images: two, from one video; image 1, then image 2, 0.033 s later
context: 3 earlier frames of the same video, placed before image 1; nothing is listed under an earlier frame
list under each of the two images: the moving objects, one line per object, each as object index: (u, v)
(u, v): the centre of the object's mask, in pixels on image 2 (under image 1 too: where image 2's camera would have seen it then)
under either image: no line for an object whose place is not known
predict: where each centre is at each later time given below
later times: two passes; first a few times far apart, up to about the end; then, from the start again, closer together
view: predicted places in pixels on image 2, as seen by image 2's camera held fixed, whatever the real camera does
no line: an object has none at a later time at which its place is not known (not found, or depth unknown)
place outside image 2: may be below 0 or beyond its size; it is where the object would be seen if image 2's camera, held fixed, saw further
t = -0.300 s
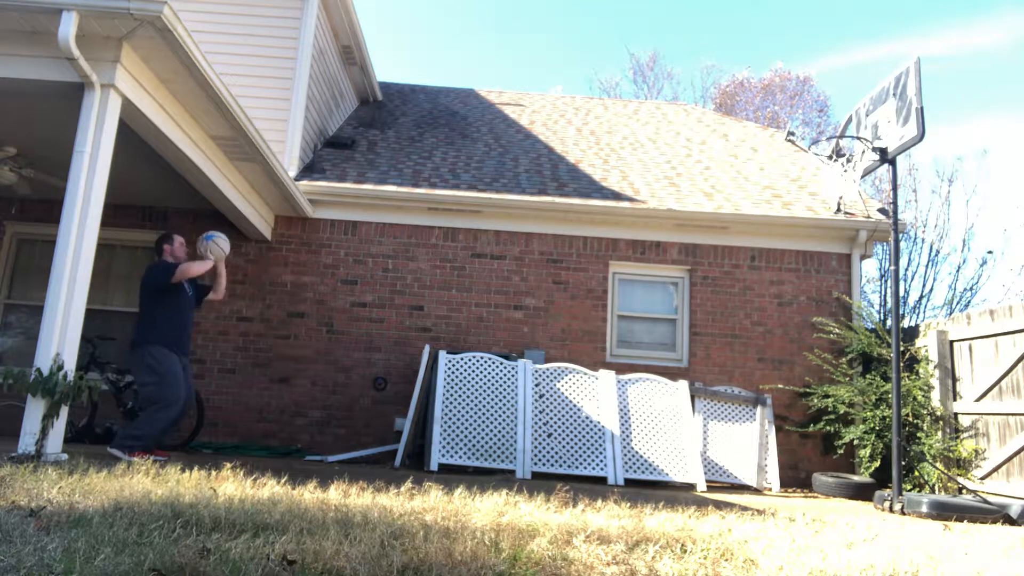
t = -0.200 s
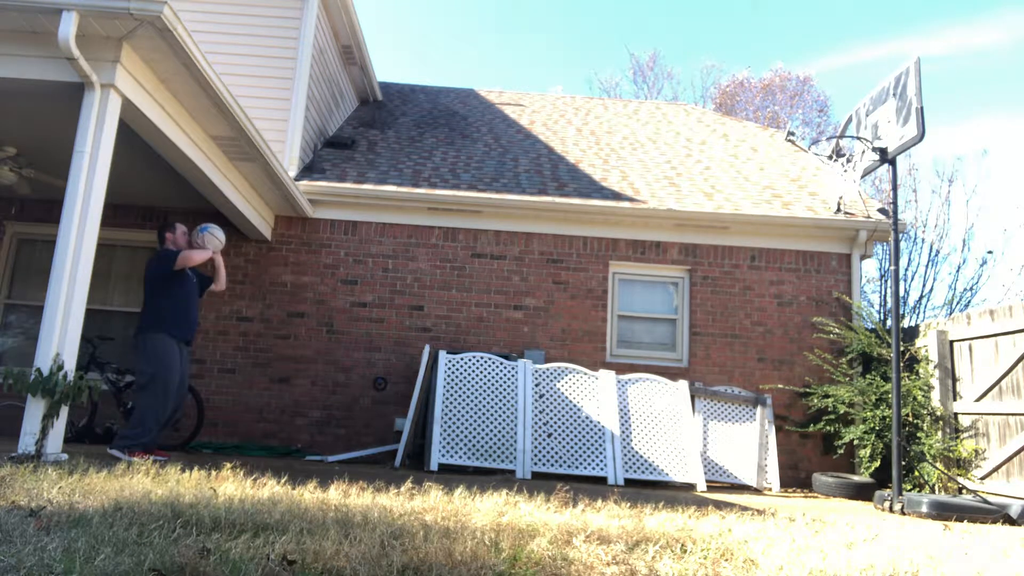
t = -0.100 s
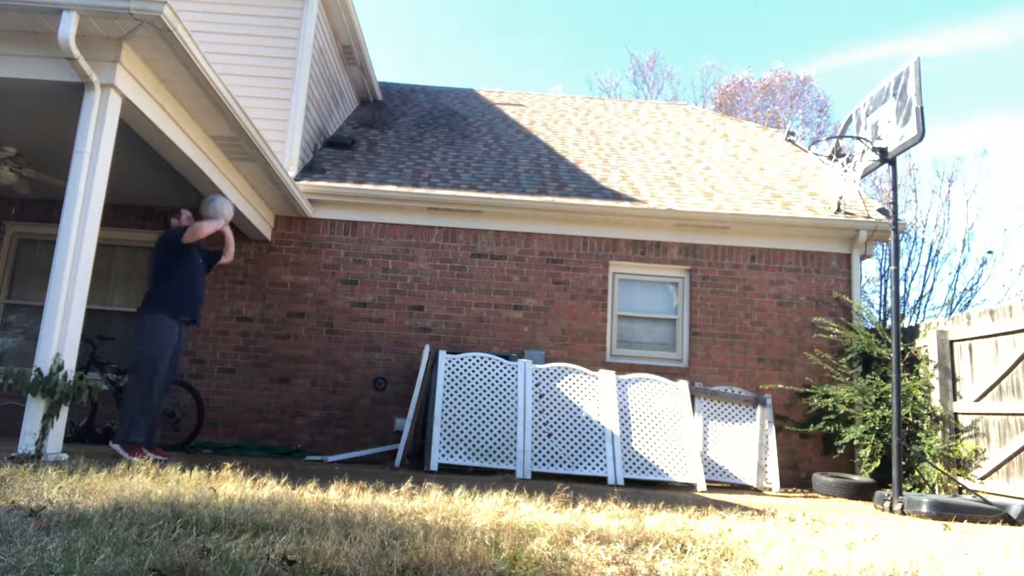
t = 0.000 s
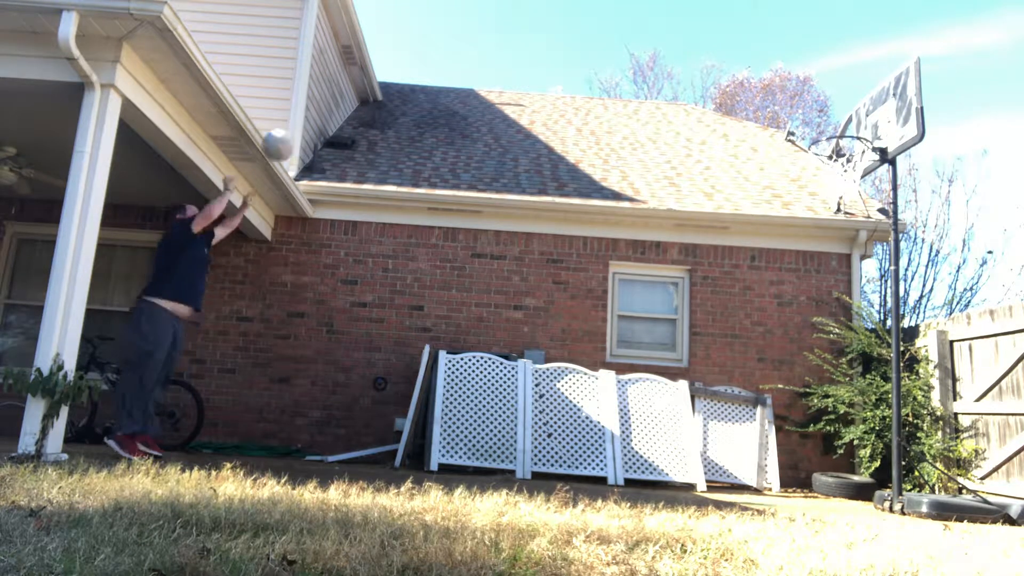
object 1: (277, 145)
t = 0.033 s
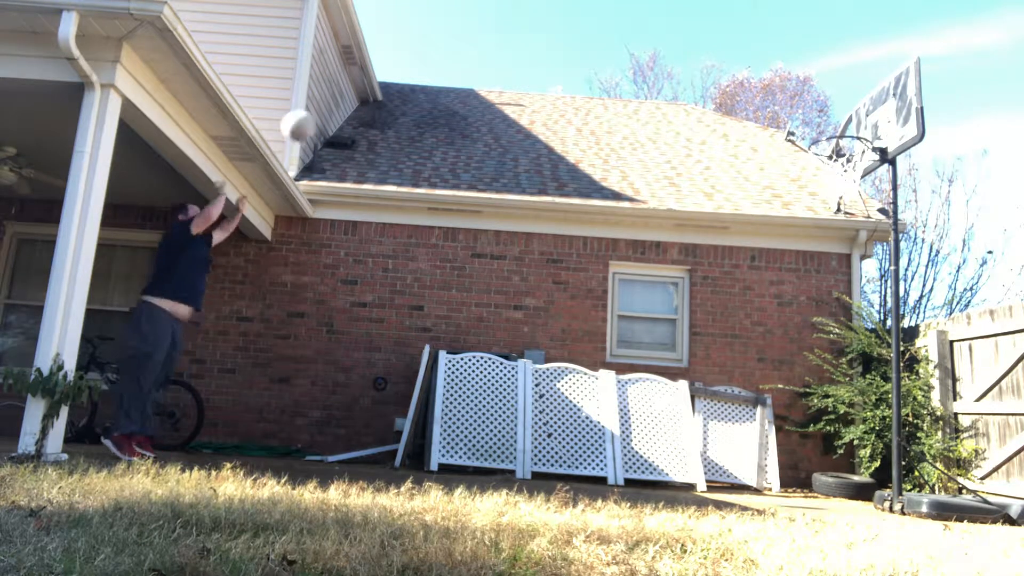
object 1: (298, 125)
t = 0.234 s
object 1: (419, 39)
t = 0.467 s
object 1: (544, 3)
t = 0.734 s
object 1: (677, 10)
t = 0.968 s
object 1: (793, 84)
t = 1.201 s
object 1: (851, 190)
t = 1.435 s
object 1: (829, 291)
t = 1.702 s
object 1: (815, 468)
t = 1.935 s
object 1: (789, 381)
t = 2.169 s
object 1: (764, 318)
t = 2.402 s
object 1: (741, 311)
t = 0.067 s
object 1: (319, 107)
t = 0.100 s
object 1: (340, 91)
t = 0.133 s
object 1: (359, 77)
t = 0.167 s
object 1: (379, 64)
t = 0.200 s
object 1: (401, 51)
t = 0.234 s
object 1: (419, 39)
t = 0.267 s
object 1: (437, 28)
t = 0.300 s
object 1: (455, 19)
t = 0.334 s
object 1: (473, 12)
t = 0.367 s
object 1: (492, 9)
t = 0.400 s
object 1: (509, 6)
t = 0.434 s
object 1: (527, 4)
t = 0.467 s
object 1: (544, 3)
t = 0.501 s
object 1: (561, 2)
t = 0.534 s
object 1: (578, 2)
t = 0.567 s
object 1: (595, 2)
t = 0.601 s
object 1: (611, 3)
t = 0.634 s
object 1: (627, 4)
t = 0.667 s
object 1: (643, 5)
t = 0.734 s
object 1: (677, 10)
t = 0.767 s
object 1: (694, 15)
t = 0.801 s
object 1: (709, 23)
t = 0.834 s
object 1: (726, 33)
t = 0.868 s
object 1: (743, 44)
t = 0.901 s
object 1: (759, 56)
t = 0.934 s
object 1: (776, 69)
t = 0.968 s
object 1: (793, 84)
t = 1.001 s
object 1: (810, 100)
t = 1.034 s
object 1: (827, 118)
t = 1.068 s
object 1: (843, 137)
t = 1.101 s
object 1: (854, 154)
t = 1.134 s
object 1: (860, 168)
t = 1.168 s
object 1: (856, 182)
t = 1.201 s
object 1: (851, 190)
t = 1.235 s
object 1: (849, 203)
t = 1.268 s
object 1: (841, 213)
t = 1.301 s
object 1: (838, 228)
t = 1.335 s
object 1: (836, 242)
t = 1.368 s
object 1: (834, 257)
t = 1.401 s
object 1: (832, 274)
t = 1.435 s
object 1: (829, 291)
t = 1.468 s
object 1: (827, 309)
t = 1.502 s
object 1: (825, 328)
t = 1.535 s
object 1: (823, 349)
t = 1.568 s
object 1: (821, 371)
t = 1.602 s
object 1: (819, 393)
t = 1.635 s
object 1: (818, 417)
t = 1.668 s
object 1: (817, 442)
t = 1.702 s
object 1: (815, 468)
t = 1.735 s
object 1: (814, 488)
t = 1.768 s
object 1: (810, 467)
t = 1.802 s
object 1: (806, 447)
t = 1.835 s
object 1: (801, 428)
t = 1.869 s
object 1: (797, 411)
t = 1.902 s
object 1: (793, 396)
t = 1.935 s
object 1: (789, 381)
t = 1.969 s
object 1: (786, 368)
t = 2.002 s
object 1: (782, 357)
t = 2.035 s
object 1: (778, 347)
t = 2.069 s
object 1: (774, 337)
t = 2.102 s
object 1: (771, 330)
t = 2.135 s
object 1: (767, 323)
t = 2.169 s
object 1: (764, 318)
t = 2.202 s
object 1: (760, 313)
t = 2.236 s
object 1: (757, 311)
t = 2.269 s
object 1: (754, 308)
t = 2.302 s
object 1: (751, 307)
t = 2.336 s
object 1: (748, 307)
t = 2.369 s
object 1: (744, 308)
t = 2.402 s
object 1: (741, 311)
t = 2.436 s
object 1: (738, 313)
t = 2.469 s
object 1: (734, 317)
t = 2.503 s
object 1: (731, 322)
